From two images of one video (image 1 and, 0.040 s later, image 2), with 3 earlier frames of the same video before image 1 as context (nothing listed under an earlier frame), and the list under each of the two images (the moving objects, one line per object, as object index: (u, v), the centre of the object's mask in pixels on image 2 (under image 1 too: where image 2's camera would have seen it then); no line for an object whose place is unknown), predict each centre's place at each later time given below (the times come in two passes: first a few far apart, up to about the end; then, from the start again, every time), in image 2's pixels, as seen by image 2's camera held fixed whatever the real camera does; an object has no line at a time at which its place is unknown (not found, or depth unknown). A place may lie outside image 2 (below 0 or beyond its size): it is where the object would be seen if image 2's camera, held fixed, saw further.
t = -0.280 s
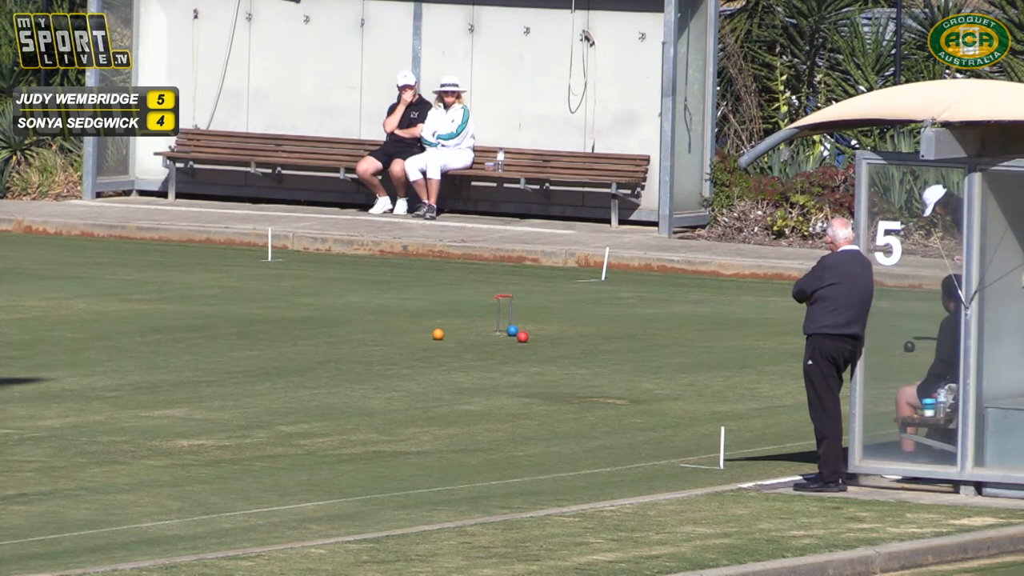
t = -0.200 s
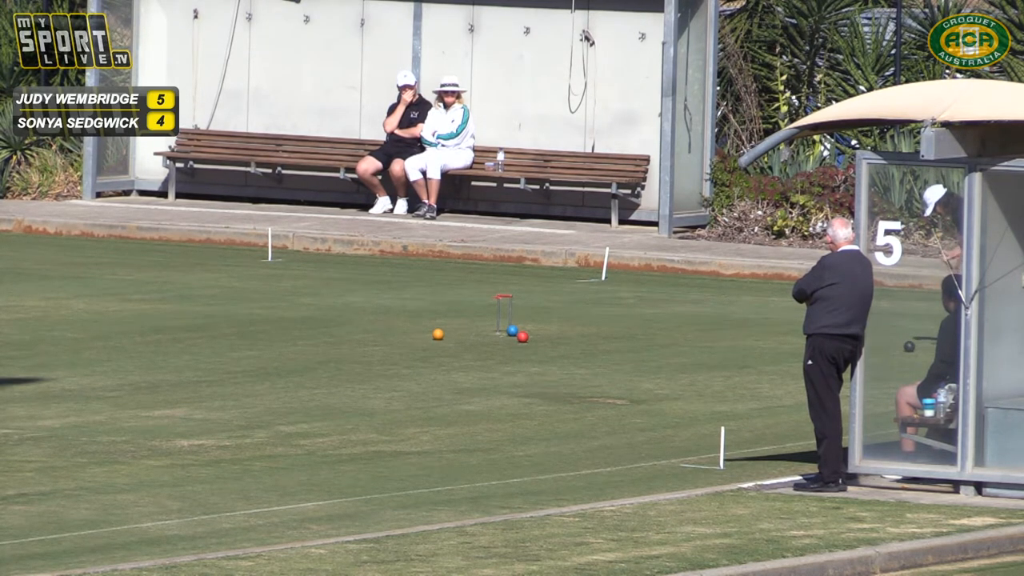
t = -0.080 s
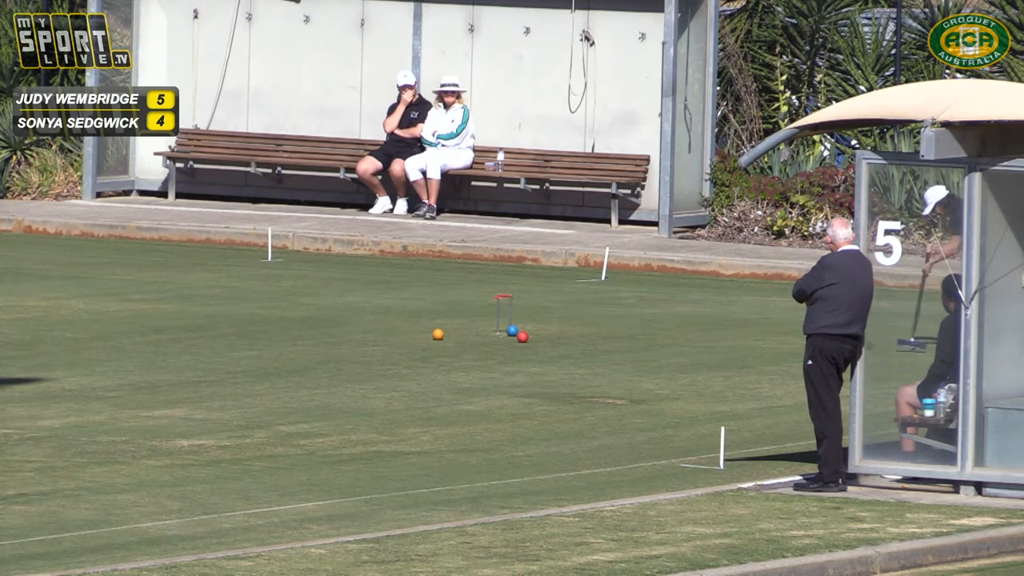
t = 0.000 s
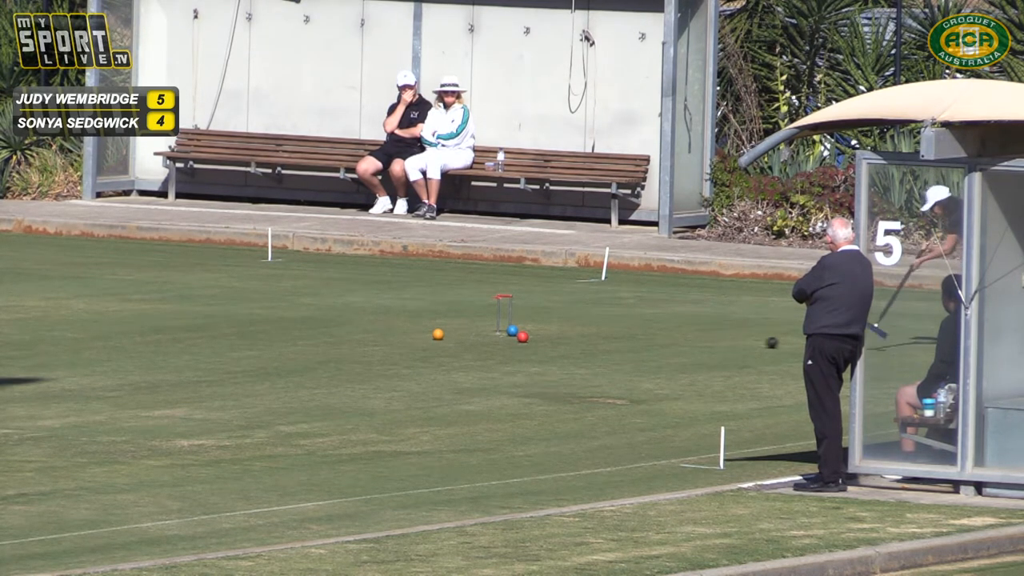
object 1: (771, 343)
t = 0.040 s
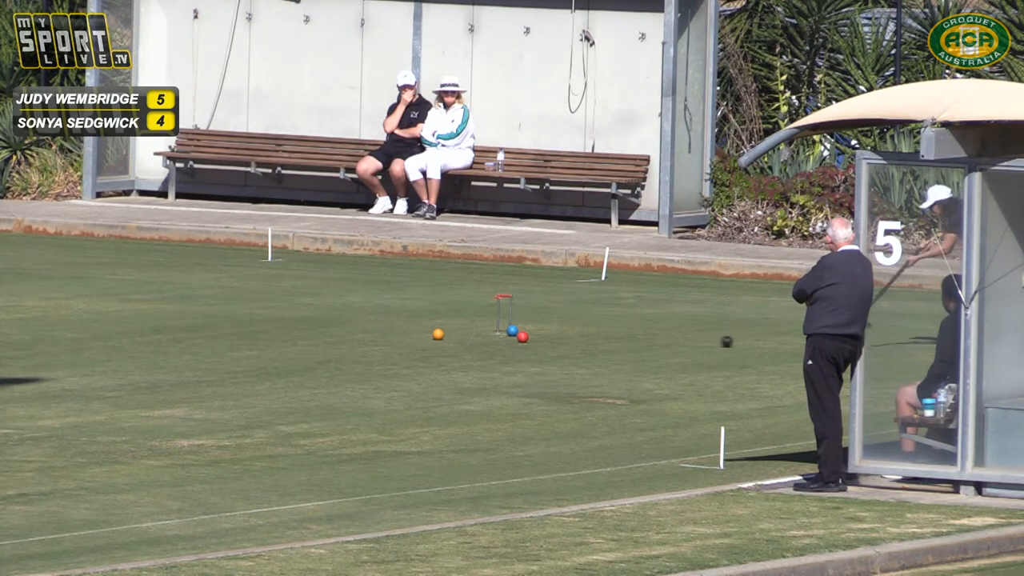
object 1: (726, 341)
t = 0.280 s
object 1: (518, 335)
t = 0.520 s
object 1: (461, 330)
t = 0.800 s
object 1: (398, 325)
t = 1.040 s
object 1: (347, 320)
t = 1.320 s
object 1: (291, 316)
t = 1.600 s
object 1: (238, 311)
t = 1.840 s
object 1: (196, 309)
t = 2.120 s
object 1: (150, 305)
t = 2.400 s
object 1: (108, 302)
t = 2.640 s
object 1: (73, 300)
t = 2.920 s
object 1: (37, 296)
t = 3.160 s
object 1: (9, 294)
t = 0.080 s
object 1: (682, 341)
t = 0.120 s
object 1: (638, 339)
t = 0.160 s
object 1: (595, 339)
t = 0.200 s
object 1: (553, 337)
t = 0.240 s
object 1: (527, 336)
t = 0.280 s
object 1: (518, 335)
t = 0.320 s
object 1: (508, 334)
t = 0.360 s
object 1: (498, 333)
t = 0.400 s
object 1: (489, 332)
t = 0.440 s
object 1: (480, 331)
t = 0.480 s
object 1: (471, 330)
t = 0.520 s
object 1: (461, 330)
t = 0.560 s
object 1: (452, 329)
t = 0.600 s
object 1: (444, 327)
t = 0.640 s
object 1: (433, 327)
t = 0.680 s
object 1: (425, 327)
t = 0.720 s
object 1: (415, 327)
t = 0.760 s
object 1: (407, 325)
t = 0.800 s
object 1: (398, 325)
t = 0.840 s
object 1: (389, 324)
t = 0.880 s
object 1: (381, 323)
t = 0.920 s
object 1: (371, 323)
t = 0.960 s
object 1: (364, 322)
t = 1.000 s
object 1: (355, 321)
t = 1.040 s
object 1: (347, 320)
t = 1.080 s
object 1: (338, 320)
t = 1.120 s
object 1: (330, 319)
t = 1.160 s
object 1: (322, 318)
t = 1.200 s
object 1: (314, 318)
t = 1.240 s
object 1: (306, 317)
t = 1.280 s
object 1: (298, 316)
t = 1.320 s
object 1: (291, 316)
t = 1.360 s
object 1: (282, 315)
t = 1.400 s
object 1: (275, 314)
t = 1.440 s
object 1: (268, 314)
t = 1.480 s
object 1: (260, 313)
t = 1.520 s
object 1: (253, 313)
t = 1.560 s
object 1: (245, 312)
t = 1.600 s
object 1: (238, 311)
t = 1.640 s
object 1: (230, 311)
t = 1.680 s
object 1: (224, 310)
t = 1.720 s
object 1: (217, 310)
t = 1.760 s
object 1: (210, 310)
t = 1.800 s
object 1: (203, 309)
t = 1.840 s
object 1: (196, 309)
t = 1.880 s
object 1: (189, 308)
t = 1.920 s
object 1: (183, 308)
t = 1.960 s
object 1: (176, 307)
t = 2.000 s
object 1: (169, 307)
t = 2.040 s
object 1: (163, 306)
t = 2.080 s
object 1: (156, 306)
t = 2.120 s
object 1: (150, 305)
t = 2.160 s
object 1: (144, 305)
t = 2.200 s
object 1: (137, 305)
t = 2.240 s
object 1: (131, 304)
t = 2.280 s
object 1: (125, 304)
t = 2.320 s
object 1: (119, 303)
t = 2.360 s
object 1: (113, 303)
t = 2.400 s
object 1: (108, 302)
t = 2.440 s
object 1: (101, 302)
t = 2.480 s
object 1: (96, 301)
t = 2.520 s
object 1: (90, 301)
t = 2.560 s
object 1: (84, 300)
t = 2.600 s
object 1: (79, 300)
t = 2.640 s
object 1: (73, 300)
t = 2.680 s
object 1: (68, 299)
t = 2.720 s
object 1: (63, 299)
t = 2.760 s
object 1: (57, 298)
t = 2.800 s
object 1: (52, 298)
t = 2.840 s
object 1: (47, 297)
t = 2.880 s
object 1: (42, 297)
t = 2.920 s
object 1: (37, 296)
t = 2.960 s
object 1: (32, 296)
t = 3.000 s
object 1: (27, 296)
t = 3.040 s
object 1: (23, 295)
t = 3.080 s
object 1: (18, 295)
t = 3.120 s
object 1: (13, 295)
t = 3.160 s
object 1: (9, 294)
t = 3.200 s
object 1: (4, 294)
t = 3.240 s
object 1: (2, 293)
